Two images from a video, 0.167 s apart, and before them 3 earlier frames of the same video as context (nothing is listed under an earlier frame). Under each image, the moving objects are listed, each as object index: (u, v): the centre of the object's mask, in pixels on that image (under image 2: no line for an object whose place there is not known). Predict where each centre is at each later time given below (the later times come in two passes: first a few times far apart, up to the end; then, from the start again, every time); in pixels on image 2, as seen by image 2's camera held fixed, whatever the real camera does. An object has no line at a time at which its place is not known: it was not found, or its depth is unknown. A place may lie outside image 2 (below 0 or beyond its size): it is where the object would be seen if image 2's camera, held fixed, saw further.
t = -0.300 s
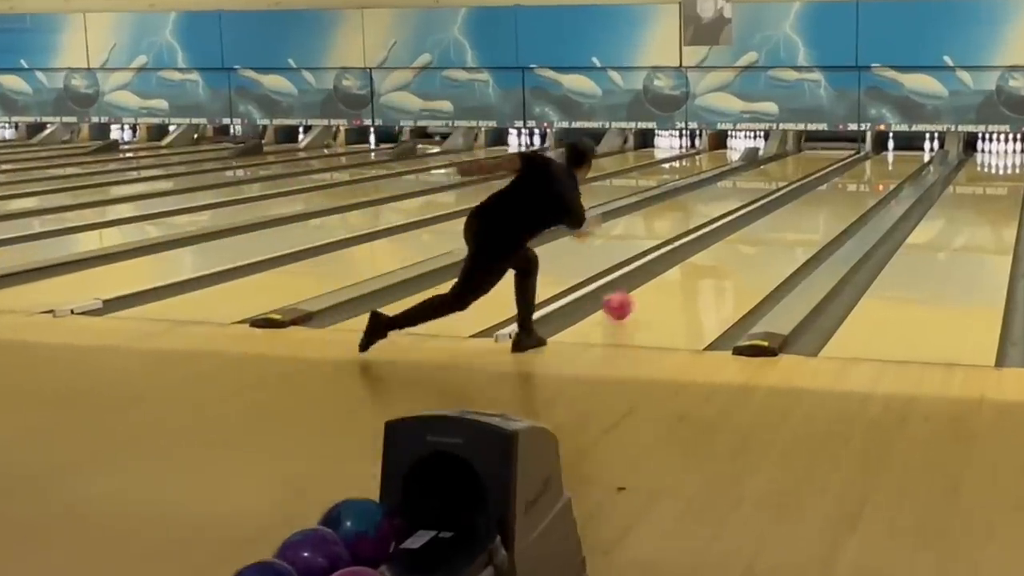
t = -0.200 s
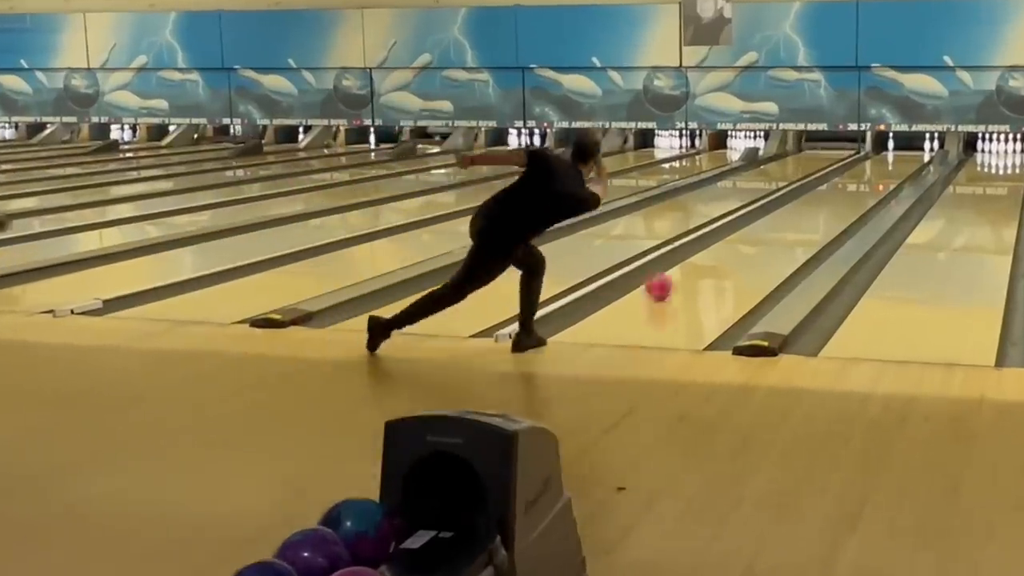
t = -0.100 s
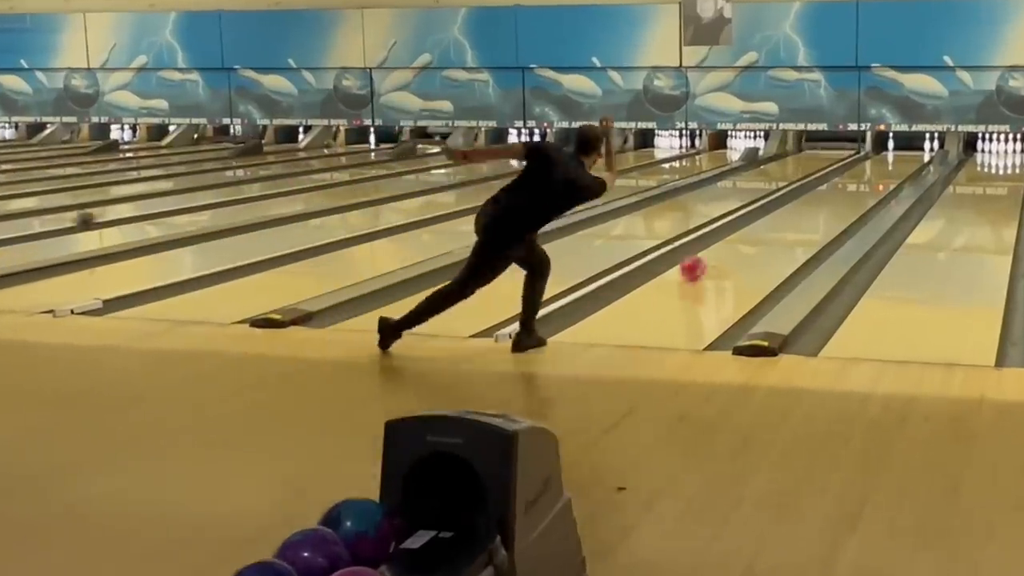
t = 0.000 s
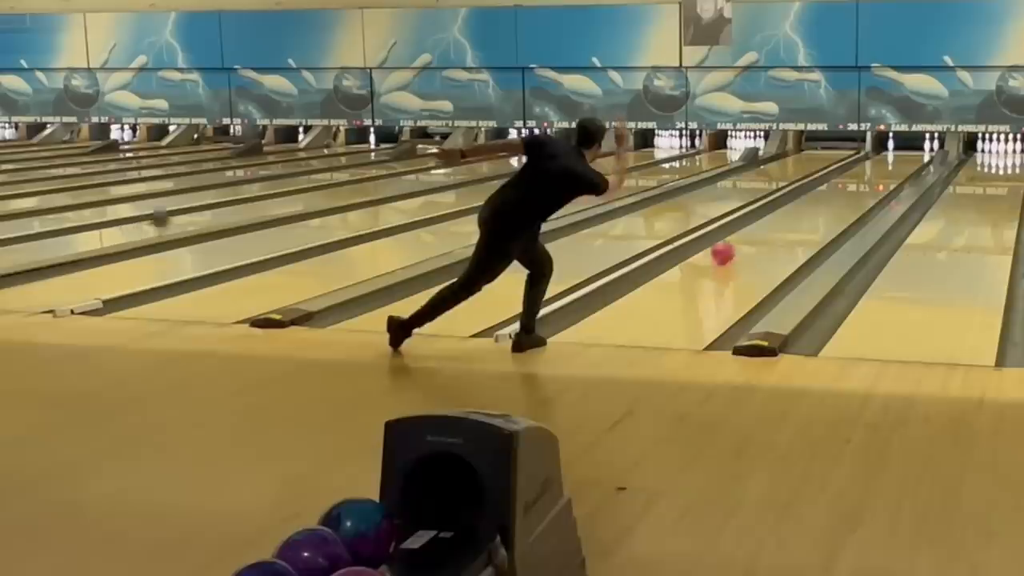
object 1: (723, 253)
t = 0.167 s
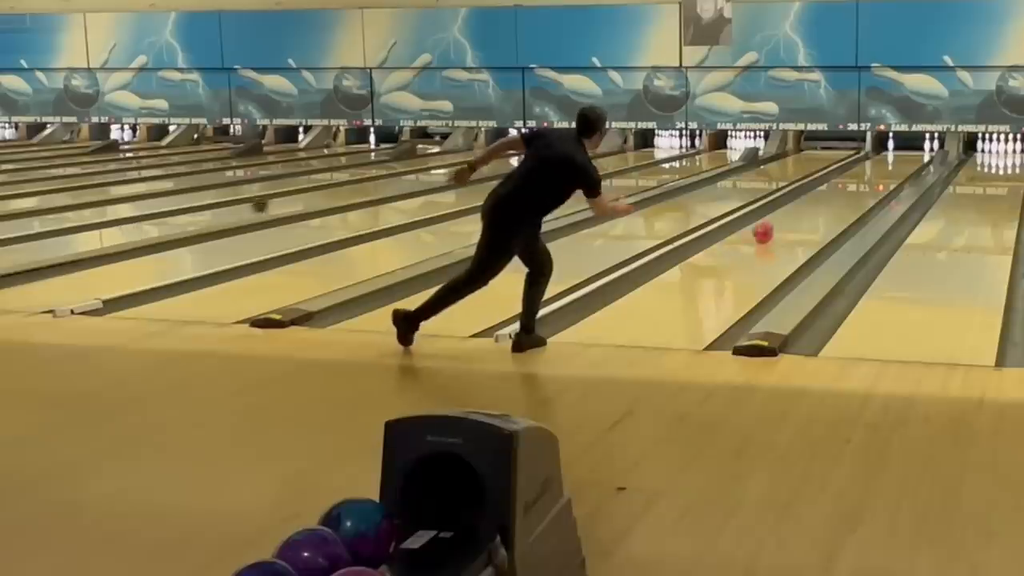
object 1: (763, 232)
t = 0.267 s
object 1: (783, 222)
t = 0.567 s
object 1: (831, 198)
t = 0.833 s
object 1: (863, 183)
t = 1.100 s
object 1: (886, 171)
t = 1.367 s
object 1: (906, 159)
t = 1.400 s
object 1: (908, 159)
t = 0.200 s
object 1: (769, 229)
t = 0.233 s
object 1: (777, 225)
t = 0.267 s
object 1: (783, 222)
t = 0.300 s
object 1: (790, 219)
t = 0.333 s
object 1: (795, 216)
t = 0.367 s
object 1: (801, 213)
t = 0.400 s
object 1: (807, 211)
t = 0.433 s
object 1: (812, 208)
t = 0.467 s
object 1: (817, 206)
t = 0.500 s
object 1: (822, 203)
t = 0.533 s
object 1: (826, 201)
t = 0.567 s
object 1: (831, 198)
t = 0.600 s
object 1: (836, 196)
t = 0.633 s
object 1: (840, 194)
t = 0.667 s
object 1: (844, 194)
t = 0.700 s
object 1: (847, 190)
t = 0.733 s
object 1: (851, 189)
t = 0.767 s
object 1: (854, 187)
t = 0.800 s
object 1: (859, 186)
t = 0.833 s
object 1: (863, 183)
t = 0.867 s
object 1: (865, 181)
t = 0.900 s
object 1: (868, 179)
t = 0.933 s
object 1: (871, 177)
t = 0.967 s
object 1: (875, 176)
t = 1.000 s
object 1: (877, 175)
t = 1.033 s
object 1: (880, 172)
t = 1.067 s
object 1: (884, 172)
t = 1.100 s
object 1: (886, 171)
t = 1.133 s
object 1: (889, 169)
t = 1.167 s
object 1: (891, 168)
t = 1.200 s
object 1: (894, 168)
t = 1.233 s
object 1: (898, 165)
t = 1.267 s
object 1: (899, 163)
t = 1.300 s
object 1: (901, 163)
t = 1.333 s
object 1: (904, 162)
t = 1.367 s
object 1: (906, 159)
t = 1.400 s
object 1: (908, 159)
